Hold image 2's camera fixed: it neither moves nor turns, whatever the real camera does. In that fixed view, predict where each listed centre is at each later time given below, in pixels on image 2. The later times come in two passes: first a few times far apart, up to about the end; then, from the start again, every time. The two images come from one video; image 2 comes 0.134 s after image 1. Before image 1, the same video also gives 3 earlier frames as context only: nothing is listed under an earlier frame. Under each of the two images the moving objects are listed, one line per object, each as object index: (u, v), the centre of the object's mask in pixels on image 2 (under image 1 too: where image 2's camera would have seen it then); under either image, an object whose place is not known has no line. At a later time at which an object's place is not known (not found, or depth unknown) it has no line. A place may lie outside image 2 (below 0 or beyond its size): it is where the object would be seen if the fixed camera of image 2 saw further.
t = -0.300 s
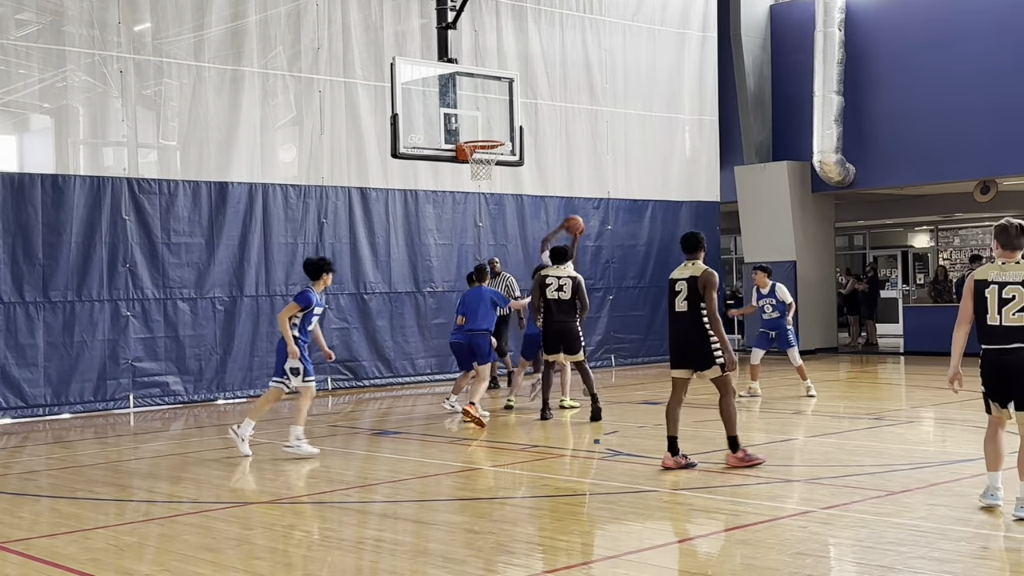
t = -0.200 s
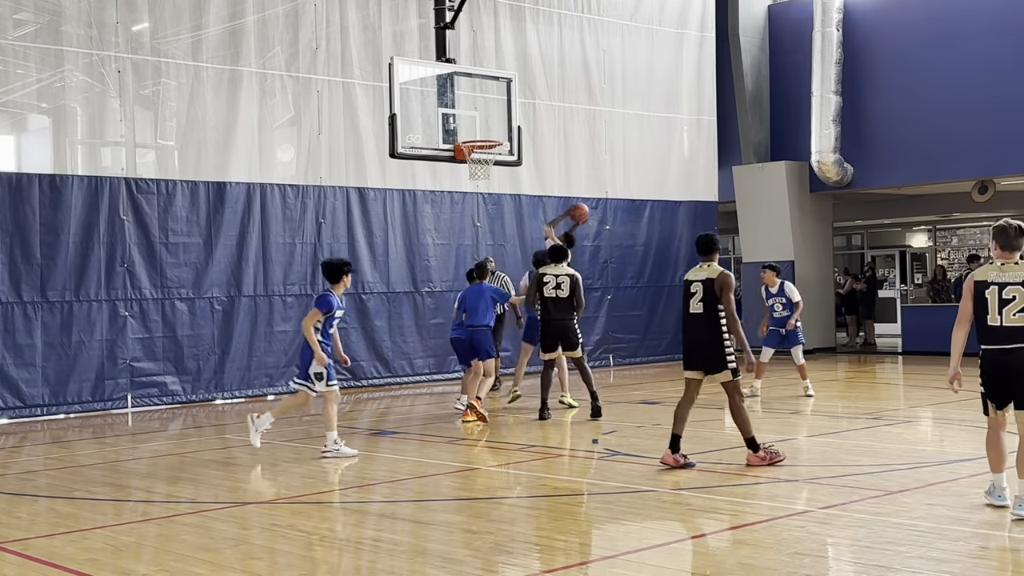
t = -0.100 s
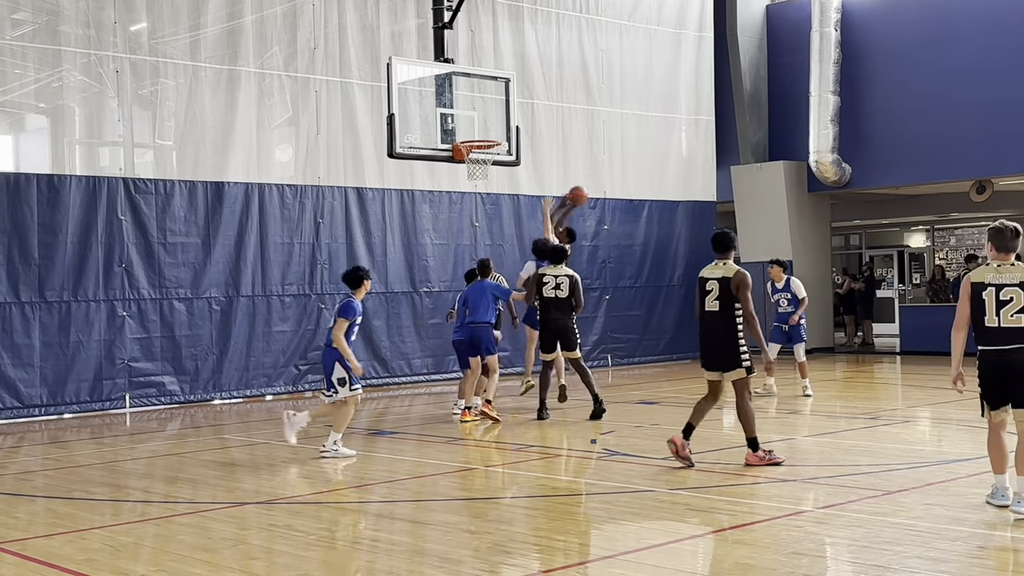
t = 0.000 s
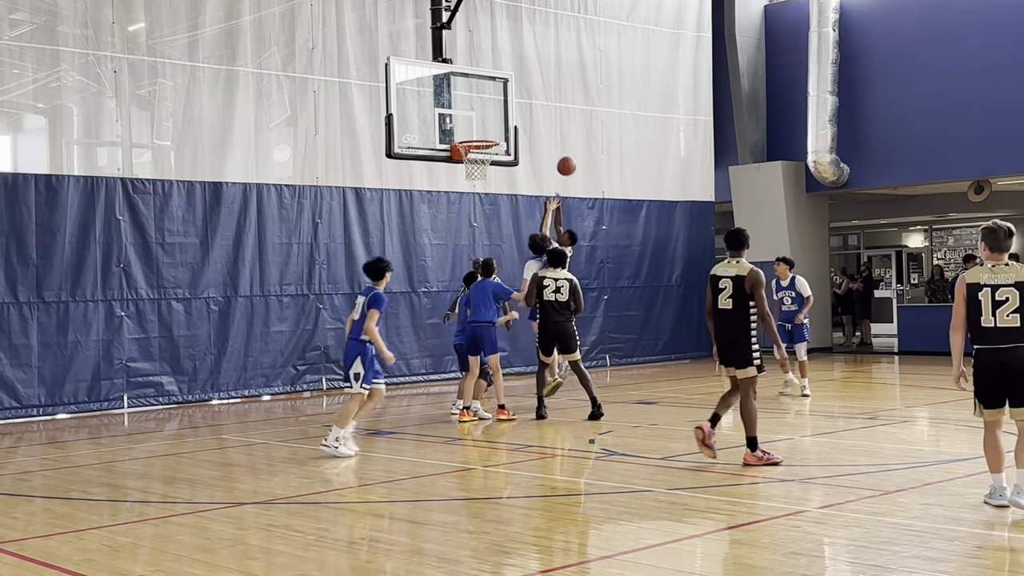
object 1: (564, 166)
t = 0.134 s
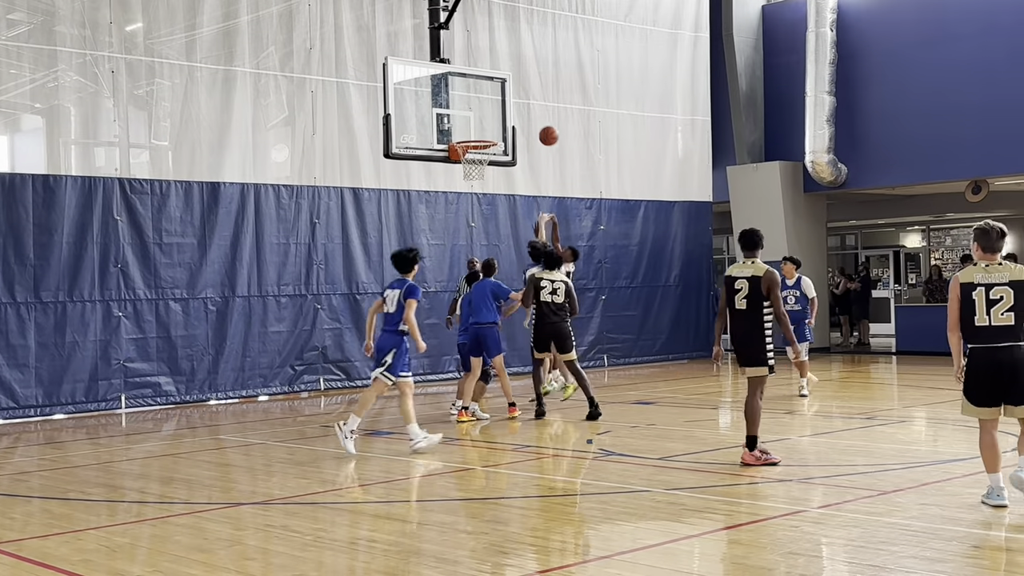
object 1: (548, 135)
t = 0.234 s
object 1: (536, 122)
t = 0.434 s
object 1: (513, 119)
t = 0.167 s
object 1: (544, 130)
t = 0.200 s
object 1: (540, 126)
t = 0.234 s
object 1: (536, 122)
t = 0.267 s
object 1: (532, 119)
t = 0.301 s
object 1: (529, 117)
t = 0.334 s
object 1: (525, 116)
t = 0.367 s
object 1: (521, 116)
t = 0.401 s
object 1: (517, 117)
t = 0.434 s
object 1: (513, 119)
